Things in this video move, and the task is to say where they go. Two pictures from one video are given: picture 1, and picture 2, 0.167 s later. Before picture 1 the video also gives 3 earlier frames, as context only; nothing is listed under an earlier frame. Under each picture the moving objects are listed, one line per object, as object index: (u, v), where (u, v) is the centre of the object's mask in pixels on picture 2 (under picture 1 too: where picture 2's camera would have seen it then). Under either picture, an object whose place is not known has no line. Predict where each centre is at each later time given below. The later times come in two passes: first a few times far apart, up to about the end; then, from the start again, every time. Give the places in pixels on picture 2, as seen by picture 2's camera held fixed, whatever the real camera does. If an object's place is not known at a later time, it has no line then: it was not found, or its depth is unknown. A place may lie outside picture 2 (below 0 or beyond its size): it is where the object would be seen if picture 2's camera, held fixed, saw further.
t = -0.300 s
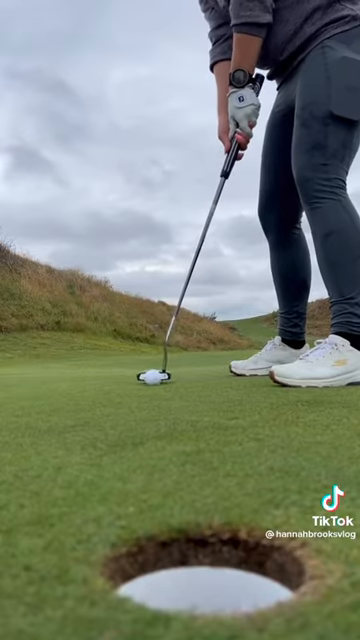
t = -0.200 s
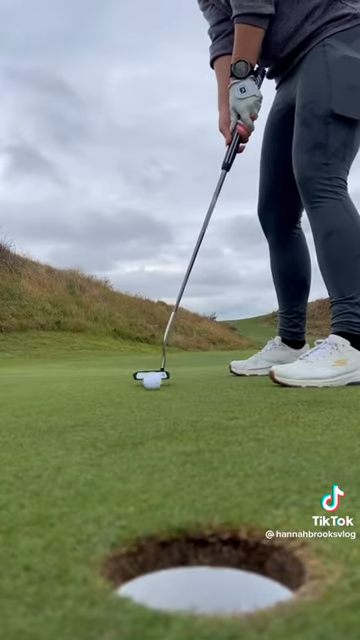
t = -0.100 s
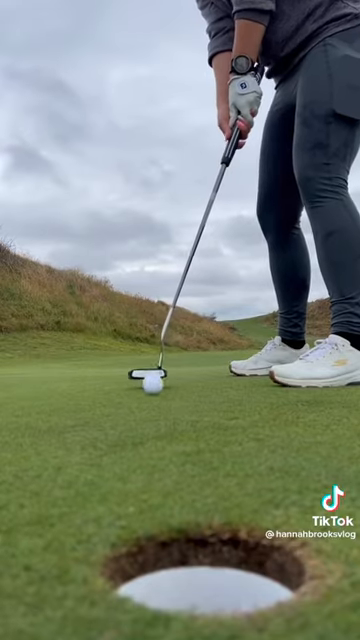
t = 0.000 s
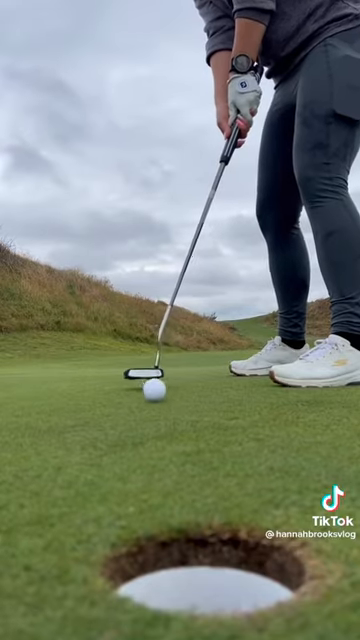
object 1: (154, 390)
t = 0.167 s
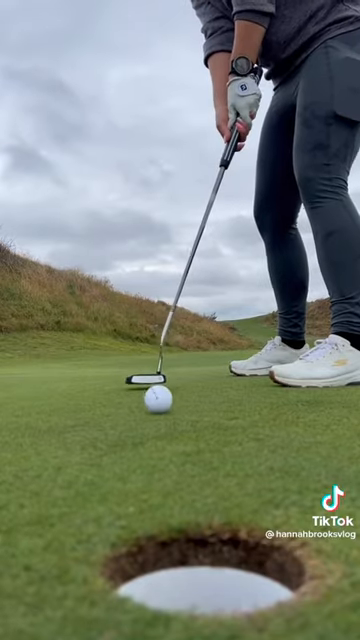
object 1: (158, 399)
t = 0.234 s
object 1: (160, 404)
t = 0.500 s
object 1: (178, 434)
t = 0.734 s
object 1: (217, 479)
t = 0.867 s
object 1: (251, 599)
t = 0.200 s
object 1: (159, 401)
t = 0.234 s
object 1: (160, 404)
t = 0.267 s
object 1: (162, 407)
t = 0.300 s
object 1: (163, 410)
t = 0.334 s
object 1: (165, 414)
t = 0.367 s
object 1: (167, 417)
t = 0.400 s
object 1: (169, 422)
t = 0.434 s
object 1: (172, 426)
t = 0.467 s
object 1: (175, 431)
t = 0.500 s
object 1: (178, 434)
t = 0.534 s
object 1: (183, 439)
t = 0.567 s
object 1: (188, 445)
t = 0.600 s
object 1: (193, 450)
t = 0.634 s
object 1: (198, 455)
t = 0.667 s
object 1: (204, 464)
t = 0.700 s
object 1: (210, 471)
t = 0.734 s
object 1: (217, 479)
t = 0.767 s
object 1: (225, 489)
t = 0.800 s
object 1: (234, 511)
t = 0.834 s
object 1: (245, 555)
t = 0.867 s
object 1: (251, 599)
